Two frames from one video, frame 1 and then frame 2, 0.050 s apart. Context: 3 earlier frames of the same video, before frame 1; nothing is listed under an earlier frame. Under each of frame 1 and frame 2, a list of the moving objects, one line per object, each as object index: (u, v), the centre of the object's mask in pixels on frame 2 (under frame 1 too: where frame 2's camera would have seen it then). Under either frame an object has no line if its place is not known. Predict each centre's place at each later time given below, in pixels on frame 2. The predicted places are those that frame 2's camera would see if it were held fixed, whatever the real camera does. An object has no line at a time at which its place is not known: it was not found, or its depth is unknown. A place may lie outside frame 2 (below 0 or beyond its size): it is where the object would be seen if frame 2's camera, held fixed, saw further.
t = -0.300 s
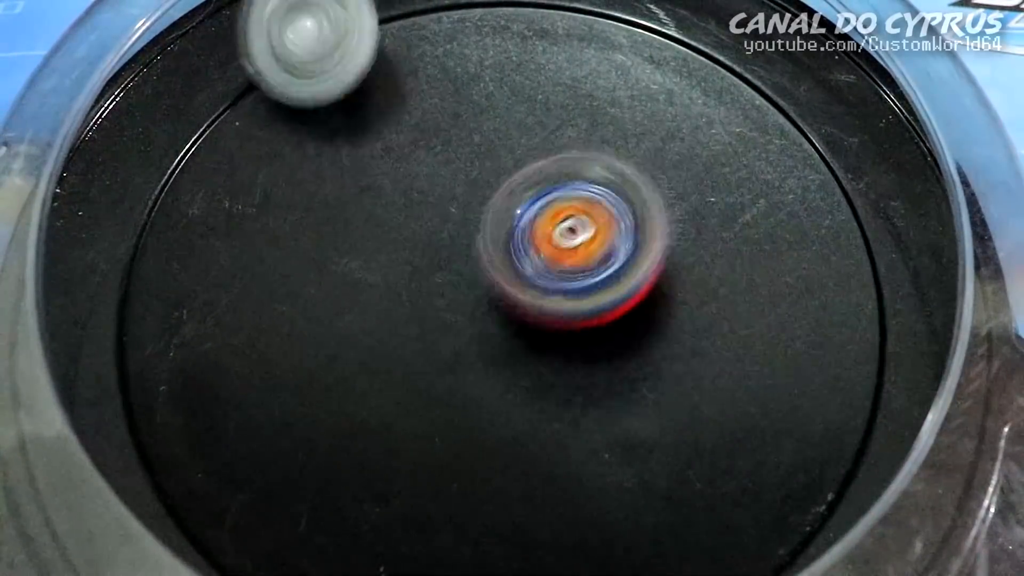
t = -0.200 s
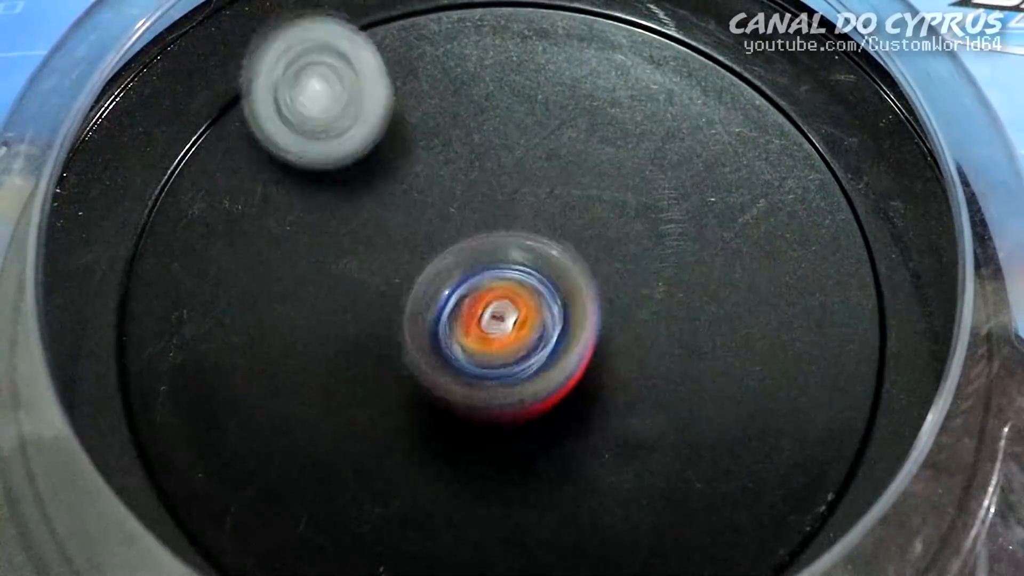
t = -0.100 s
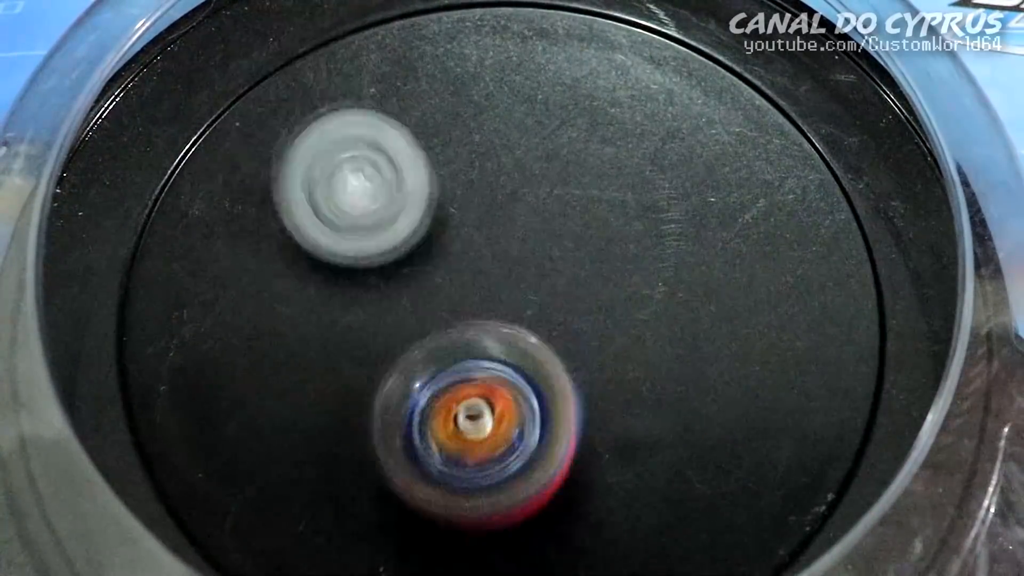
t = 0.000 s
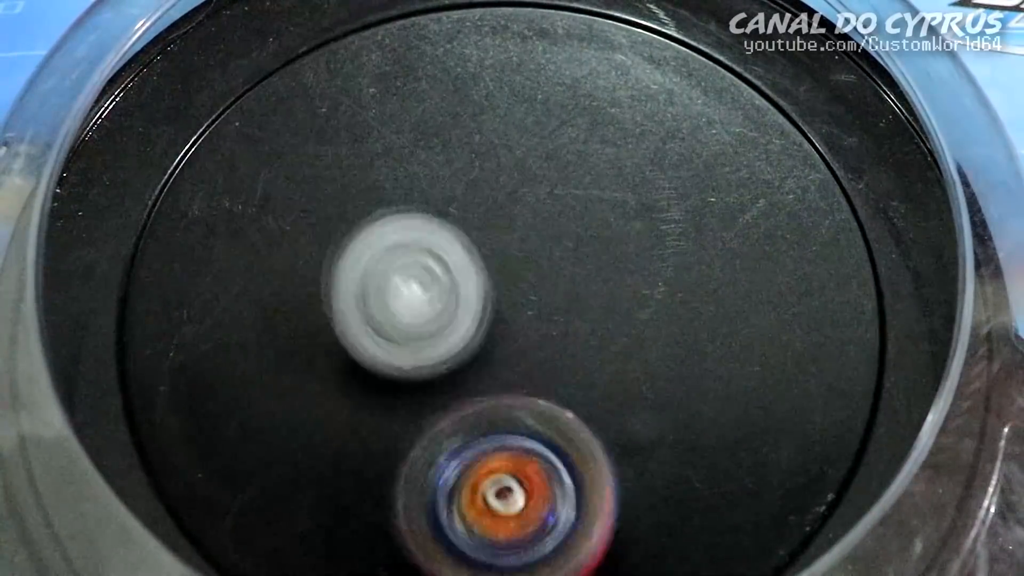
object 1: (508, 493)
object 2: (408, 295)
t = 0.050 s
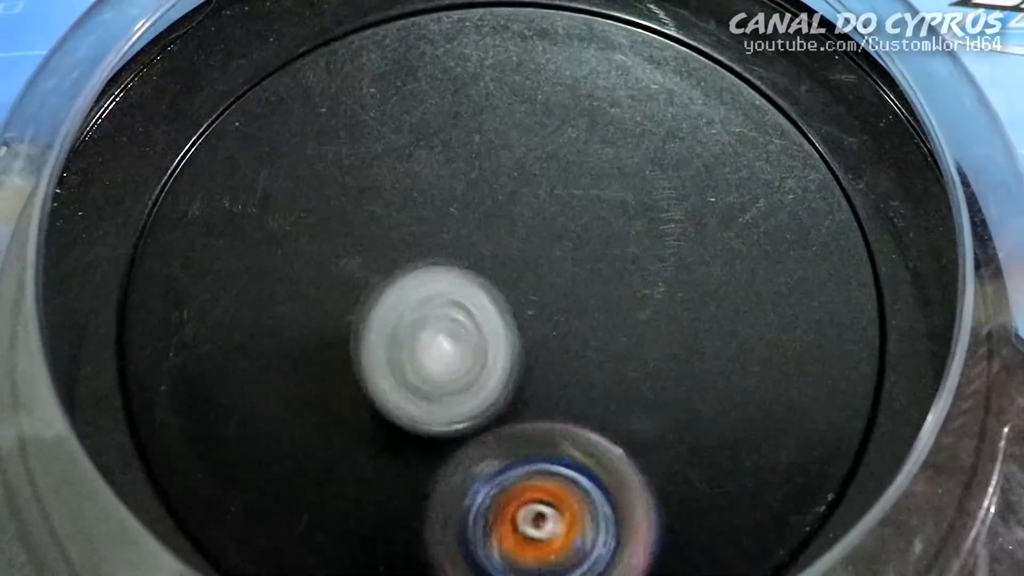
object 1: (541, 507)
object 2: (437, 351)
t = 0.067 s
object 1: (554, 510)
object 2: (447, 367)
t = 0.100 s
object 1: (586, 515)
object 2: (463, 400)
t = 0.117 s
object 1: (602, 516)
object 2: (471, 416)
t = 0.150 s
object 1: (633, 514)
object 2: (479, 443)
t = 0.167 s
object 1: (646, 511)
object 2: (486, 458)
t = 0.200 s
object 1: (673, 504)
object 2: (493, 482)
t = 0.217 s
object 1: (688, 499)
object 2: (495, 487)
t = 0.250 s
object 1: (710, 486)
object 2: (489, 488)
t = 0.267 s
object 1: (718, 478)
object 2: (485, 491)
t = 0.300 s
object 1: (725, 447)
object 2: (471, 485)
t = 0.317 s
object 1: (726, 430)
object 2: (462, 483)
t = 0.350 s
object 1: (717, 394)
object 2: (445, 472)
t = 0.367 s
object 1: (710, 376)
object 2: (434, 464)
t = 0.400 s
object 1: (688, 344)
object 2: (414, 453)
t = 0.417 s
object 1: (675, 328)
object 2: (408, 448)
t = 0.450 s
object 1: (642, 302)
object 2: (390, 434)
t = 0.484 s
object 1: (605, 280)
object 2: (370, 421)
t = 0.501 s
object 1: (584, 271)
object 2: (364, 419)
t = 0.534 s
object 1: (544, 255)
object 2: (350, 407)
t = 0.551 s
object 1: (522, 250)
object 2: (340, 400)
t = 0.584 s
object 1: (480, 242)
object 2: (330, 394)
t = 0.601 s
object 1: (459, 240)
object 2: (328, 390)
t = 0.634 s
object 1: (417, 239)
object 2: (321, 388)
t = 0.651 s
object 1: (397, 241)
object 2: (319, 392)
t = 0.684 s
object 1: (360, 241)
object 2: (312, 405)
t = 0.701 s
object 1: (343, 243)
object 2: (306, 413)
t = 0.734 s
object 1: (311, 249)
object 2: (302, 428)
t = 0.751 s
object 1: (298, 253)
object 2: (302, 434)
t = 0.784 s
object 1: (270, 265)
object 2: (298, 448)
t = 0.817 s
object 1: (247, 281)
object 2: (295, 460)
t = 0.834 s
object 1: (237, 290)
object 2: (294, 467)
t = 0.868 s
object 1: (220, 311)
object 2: (296, 476)
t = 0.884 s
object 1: (210, 314)
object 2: (309, 495)
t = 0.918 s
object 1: (192, 303)
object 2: (342, 524)
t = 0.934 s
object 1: (185, 300)
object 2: (355, 534)
